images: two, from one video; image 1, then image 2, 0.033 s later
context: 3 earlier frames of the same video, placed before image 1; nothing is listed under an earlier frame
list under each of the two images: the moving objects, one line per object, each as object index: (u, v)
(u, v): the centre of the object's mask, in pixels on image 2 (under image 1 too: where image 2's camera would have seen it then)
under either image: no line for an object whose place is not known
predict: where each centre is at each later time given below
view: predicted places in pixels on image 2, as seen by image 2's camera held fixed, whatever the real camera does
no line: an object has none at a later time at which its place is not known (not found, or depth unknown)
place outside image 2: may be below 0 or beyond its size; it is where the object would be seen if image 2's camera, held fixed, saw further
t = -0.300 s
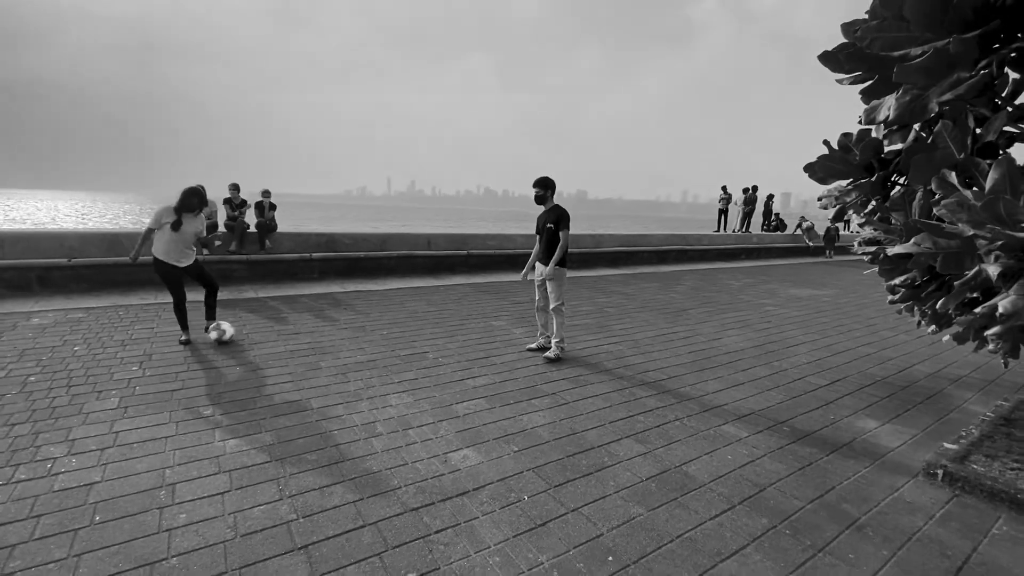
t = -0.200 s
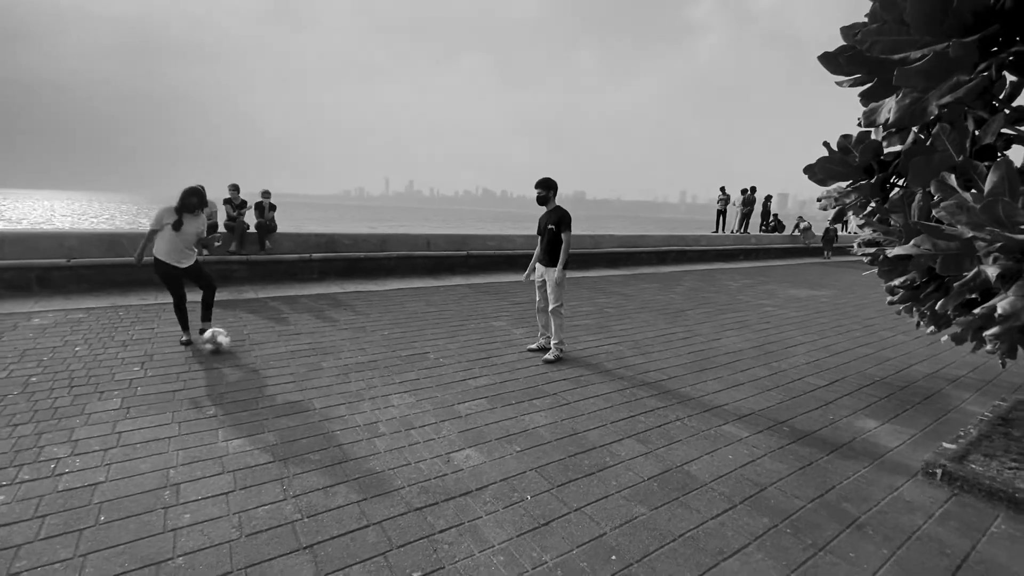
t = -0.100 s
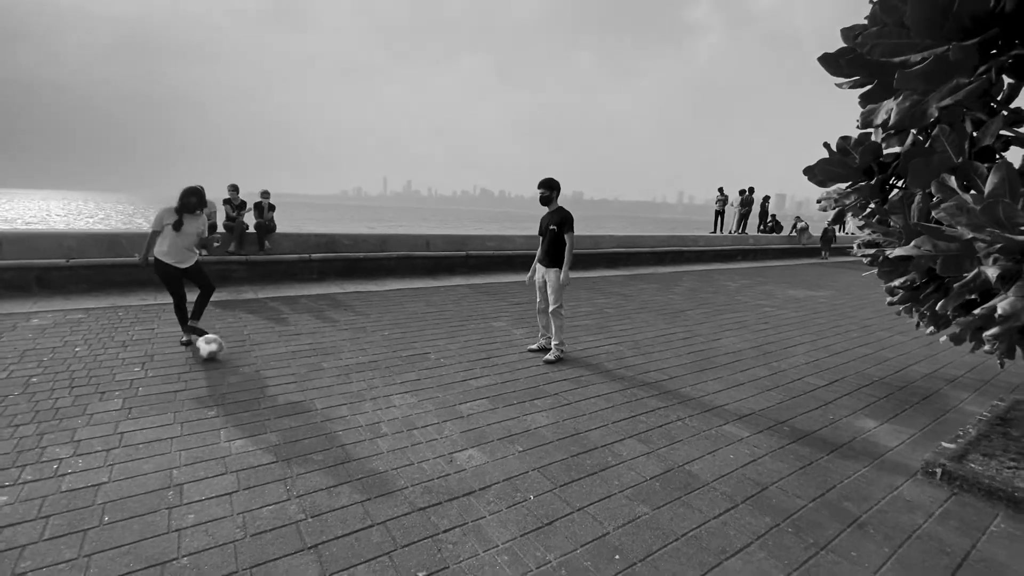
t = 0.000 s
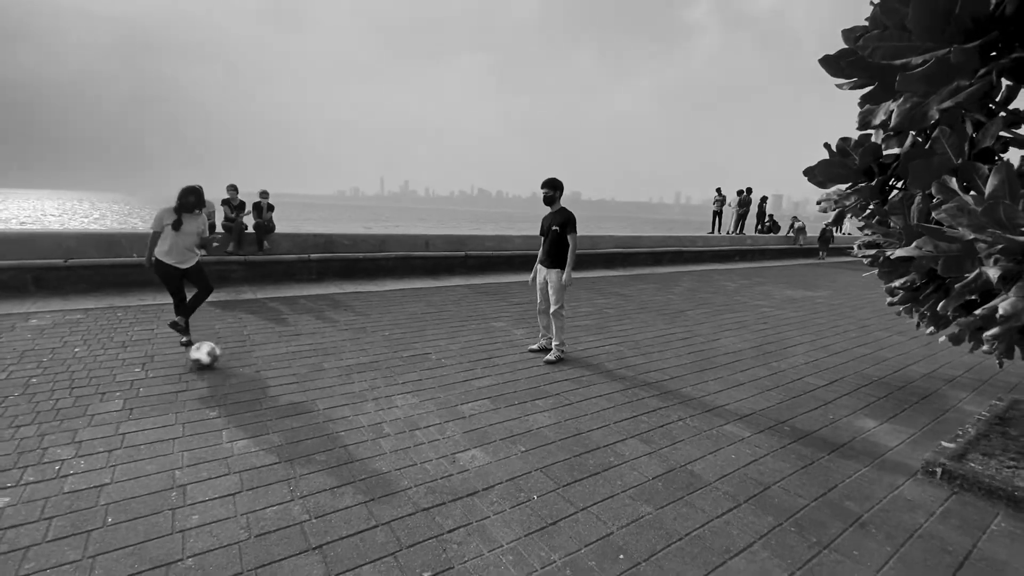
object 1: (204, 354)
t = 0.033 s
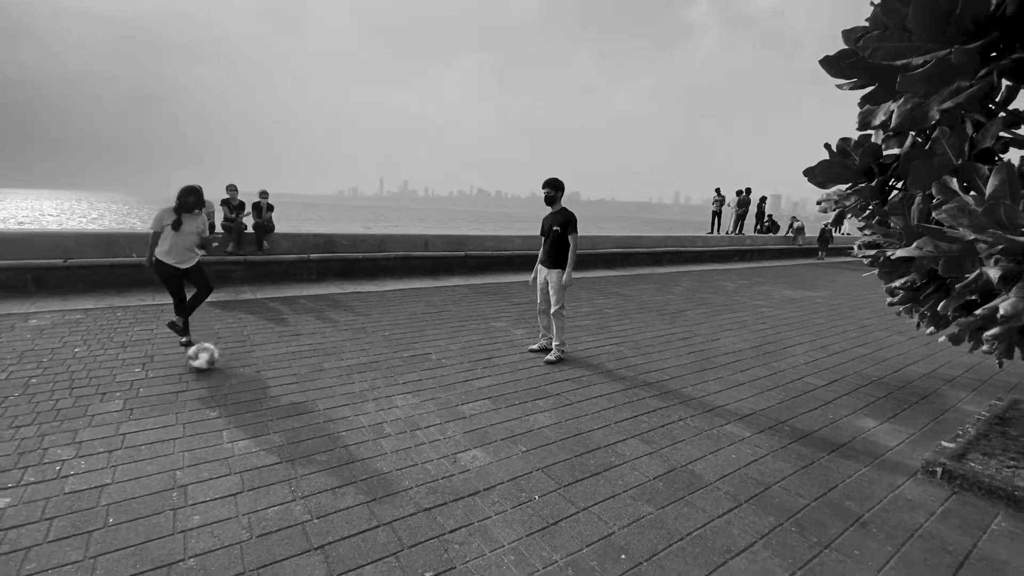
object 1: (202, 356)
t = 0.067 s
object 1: (201, 359)
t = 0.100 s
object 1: (198, 361)
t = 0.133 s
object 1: (195, 365)
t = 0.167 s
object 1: (194, 367)
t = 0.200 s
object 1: (192, 369)
